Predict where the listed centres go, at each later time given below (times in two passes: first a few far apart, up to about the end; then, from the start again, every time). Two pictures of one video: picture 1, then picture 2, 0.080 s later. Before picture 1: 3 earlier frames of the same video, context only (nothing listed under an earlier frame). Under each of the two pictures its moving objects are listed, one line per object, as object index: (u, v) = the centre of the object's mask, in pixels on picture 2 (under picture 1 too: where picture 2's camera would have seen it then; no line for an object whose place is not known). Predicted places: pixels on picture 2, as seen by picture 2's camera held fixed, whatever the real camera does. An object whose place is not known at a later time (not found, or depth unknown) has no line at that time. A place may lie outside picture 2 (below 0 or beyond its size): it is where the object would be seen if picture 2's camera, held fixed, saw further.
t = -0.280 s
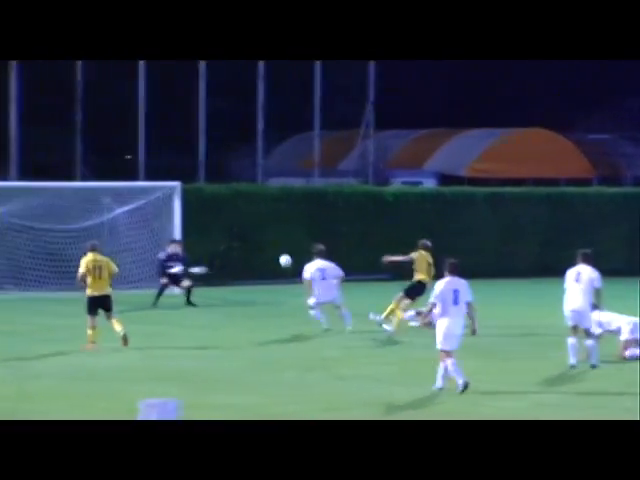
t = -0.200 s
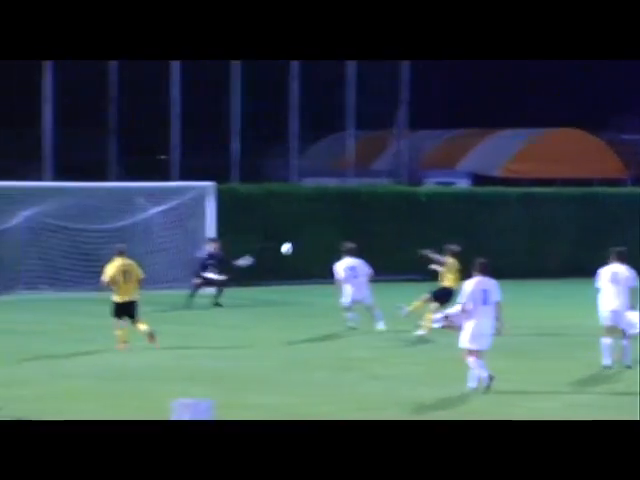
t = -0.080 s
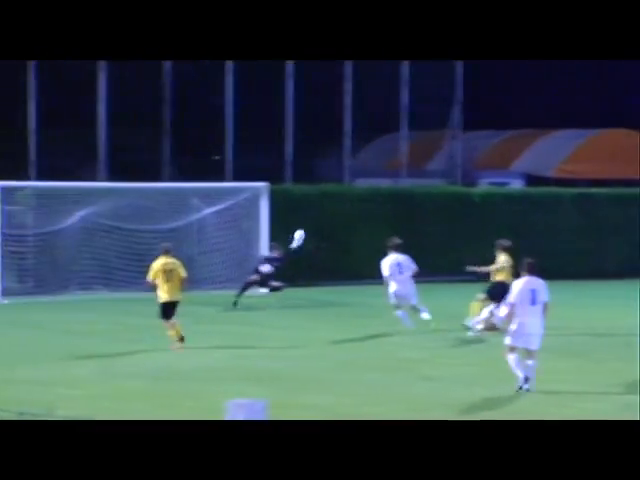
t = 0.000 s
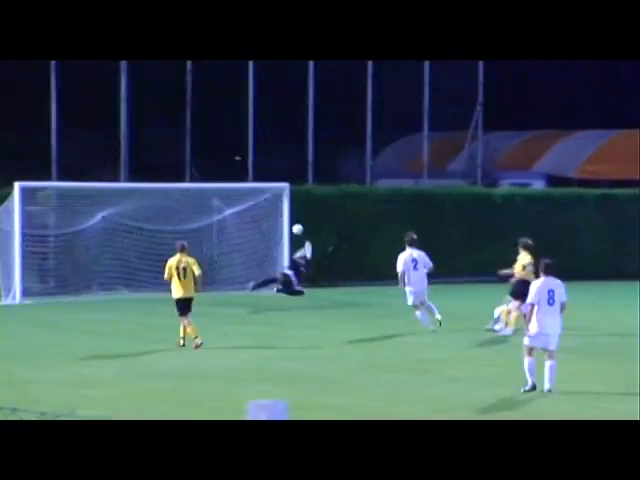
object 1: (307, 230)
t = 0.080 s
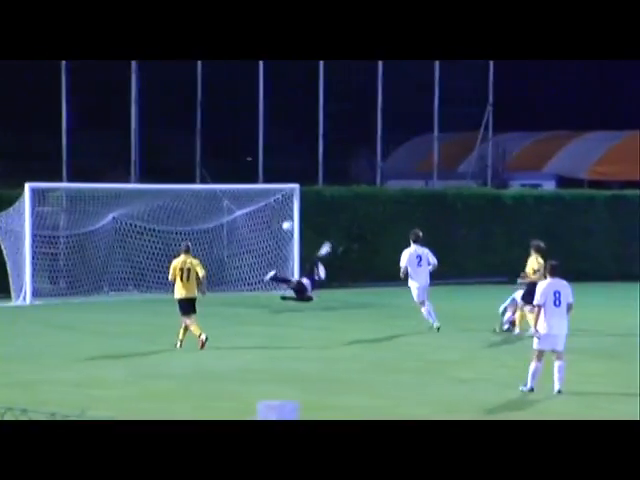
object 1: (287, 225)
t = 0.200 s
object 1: (261, 223)
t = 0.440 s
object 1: (234, 231)
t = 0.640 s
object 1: (218, 252)
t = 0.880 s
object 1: (201, 291)
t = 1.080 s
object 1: (196, 273)
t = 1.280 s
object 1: (192, 273)
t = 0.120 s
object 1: (278, 224)
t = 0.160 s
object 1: (269, 223)
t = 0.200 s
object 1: (261, 223)
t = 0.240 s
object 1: (253, 223)
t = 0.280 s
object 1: (248, 224)
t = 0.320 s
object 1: (244, 225)
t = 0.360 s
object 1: (240, 226)
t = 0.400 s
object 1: (237, 228)
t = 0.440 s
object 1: (234, 231)
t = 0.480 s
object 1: (230, 233)
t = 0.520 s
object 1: (227, 237)
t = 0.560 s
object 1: (224, 241)
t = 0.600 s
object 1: (222, 246)
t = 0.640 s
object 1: (218, 252)
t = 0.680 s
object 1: (215, 258)
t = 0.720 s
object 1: (213, 265)
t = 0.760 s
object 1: (210, 273)
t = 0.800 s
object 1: (206, 281)
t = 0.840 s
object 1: (203, 291)
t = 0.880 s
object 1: (201, 291)
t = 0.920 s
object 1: (201, 287)
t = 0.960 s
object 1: (200, 282)
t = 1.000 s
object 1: (198, 279)
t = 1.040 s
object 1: (198, 276)
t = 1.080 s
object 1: (196, 273)
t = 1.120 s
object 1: (195, 272)
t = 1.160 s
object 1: (194, 271)
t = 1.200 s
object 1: (194, 272)
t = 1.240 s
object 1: (194, 272)
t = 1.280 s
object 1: (192, 273)
